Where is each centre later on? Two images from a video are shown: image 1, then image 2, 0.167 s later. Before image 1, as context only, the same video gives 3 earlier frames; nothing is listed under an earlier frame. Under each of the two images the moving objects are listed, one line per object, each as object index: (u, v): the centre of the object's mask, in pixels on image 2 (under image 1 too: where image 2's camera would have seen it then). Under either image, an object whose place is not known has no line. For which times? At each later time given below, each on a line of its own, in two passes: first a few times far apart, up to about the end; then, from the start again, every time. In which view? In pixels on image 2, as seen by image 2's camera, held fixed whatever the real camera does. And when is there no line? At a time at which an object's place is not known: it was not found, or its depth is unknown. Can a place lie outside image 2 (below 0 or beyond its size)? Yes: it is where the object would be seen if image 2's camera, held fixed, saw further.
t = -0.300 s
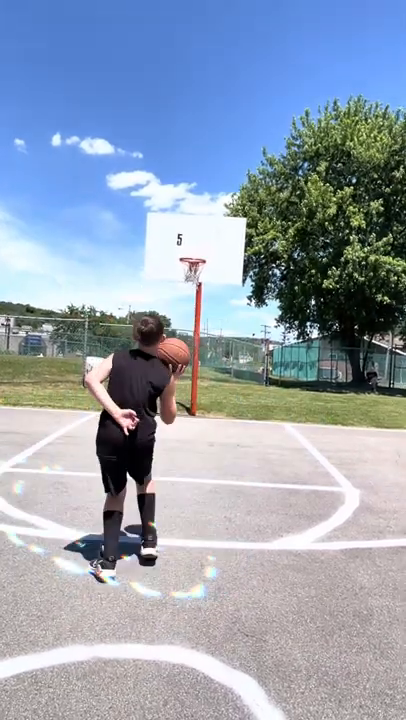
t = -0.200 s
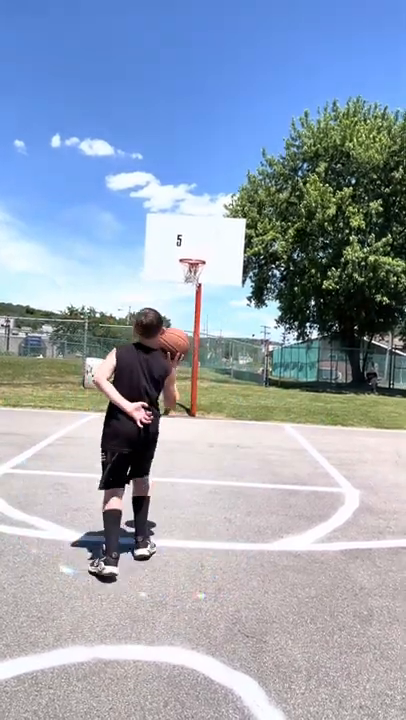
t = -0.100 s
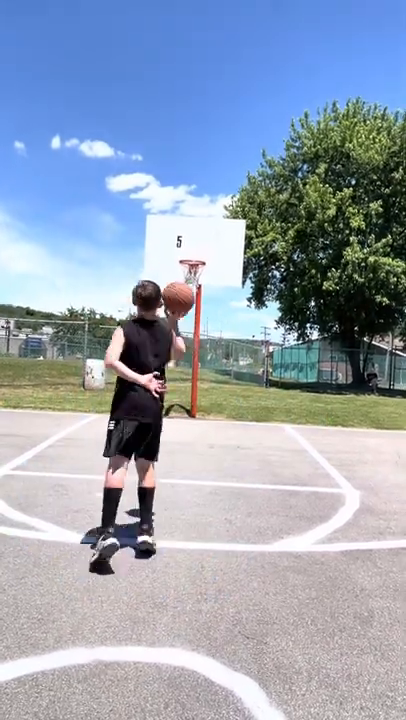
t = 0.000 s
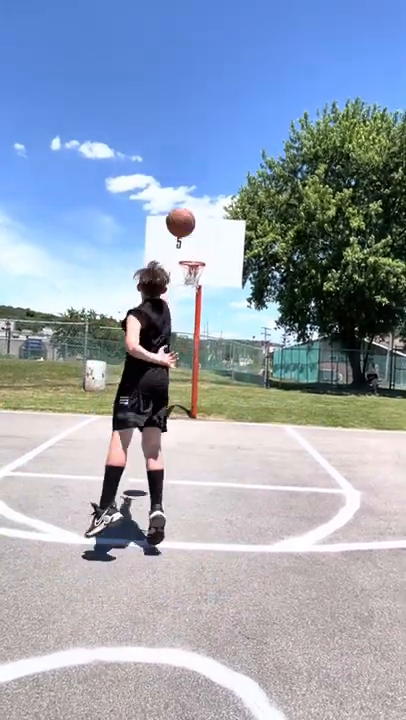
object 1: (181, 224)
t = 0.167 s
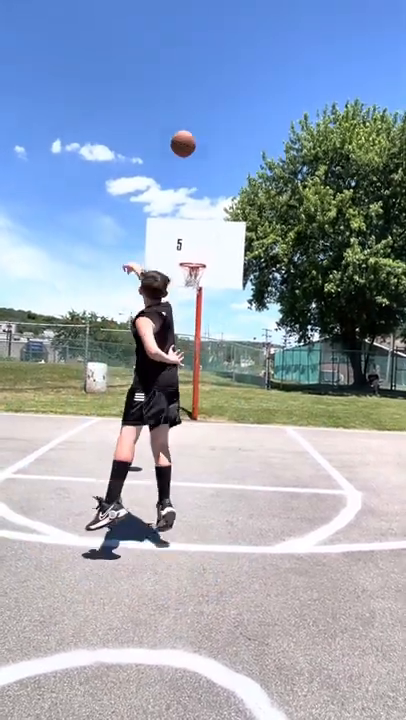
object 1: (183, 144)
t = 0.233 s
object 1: (183, 125)
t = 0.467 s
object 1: (184, 103)
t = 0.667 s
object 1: (183, 119)
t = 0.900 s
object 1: (182, 162)
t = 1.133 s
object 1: (180, 225)
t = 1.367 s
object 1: (177, 235)
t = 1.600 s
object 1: (171, 213)
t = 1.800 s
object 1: (166, 216)
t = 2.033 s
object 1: (158, 248)
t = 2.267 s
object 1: (150, 313)
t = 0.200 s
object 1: (183, 134)
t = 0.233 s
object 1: (183, 125)
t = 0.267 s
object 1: (184, 119)
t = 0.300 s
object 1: (184, 113)
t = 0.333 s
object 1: (184, 109)
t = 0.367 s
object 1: (184, 106)
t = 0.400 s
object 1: (184, 104)
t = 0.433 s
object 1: (185, 103)
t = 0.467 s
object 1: (184, 103)
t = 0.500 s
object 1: (184, 104)
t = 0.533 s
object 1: (185, 105)
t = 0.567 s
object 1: (184, 108)
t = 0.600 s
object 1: (184, 111)
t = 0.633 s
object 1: (184, 114)
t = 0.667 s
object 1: (183, 119)
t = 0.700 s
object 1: (183, 123)
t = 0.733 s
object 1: (183, 128)
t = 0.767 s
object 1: (183, 134)
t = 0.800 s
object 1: (183, 141)
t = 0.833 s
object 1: (183, 147)
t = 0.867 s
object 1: (182, 154)
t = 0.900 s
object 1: (182, 162)
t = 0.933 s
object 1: (182, 170)
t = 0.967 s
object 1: (181, 178)
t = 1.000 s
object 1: (182, 187)
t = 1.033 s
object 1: (181, 196)
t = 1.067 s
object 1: (180, 206)
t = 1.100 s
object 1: (180, 216)
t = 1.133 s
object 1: (180, 225)
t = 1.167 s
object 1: (179, 236)
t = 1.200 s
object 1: (179, 246)
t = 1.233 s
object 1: (179, 257)
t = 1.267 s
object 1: (179, 253)
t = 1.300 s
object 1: (178, 246)
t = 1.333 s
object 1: (177, 241)
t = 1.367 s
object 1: (177, 235)
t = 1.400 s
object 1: (175, 231)
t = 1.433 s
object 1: (175, 226)
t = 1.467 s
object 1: (174, 223)
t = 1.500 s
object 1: (173, 220)
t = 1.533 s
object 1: (173, 217)
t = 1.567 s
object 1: (172, 215)
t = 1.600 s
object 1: (171, 213)
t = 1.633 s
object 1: (170, 212)
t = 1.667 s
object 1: (170, 212)
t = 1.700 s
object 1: (169, 212)
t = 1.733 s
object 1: (168, 213)
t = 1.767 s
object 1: (167, 214)
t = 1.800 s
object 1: (166, 216)
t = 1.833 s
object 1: (165, 219)
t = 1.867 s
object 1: (164, 222)
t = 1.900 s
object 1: (163, 226)
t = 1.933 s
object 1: (162, 231)
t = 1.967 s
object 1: (160, 236)
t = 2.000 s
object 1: (159, 242)
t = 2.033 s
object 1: (158, 248)
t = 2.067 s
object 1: (157, 255)
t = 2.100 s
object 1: (156, 264)
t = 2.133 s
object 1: (155, 272)
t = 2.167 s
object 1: (153, 281)
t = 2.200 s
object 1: (152, 291)
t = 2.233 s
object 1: (151, 302)
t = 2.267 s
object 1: (150, 313)
